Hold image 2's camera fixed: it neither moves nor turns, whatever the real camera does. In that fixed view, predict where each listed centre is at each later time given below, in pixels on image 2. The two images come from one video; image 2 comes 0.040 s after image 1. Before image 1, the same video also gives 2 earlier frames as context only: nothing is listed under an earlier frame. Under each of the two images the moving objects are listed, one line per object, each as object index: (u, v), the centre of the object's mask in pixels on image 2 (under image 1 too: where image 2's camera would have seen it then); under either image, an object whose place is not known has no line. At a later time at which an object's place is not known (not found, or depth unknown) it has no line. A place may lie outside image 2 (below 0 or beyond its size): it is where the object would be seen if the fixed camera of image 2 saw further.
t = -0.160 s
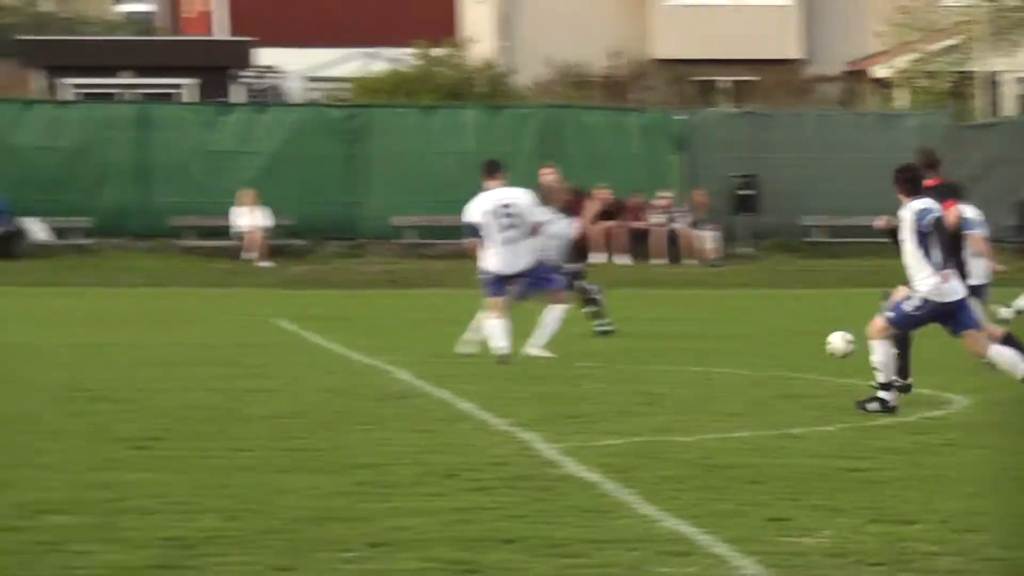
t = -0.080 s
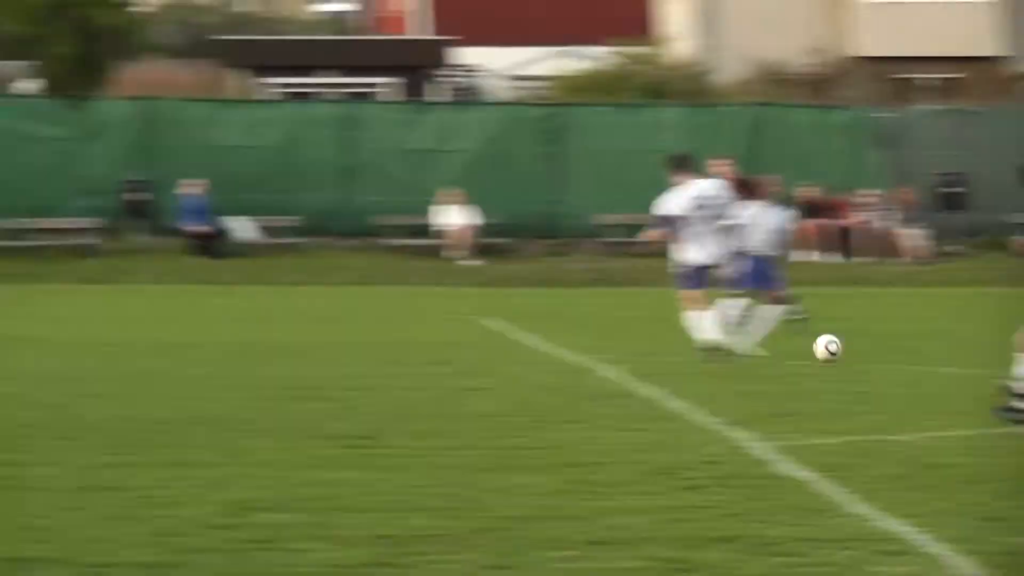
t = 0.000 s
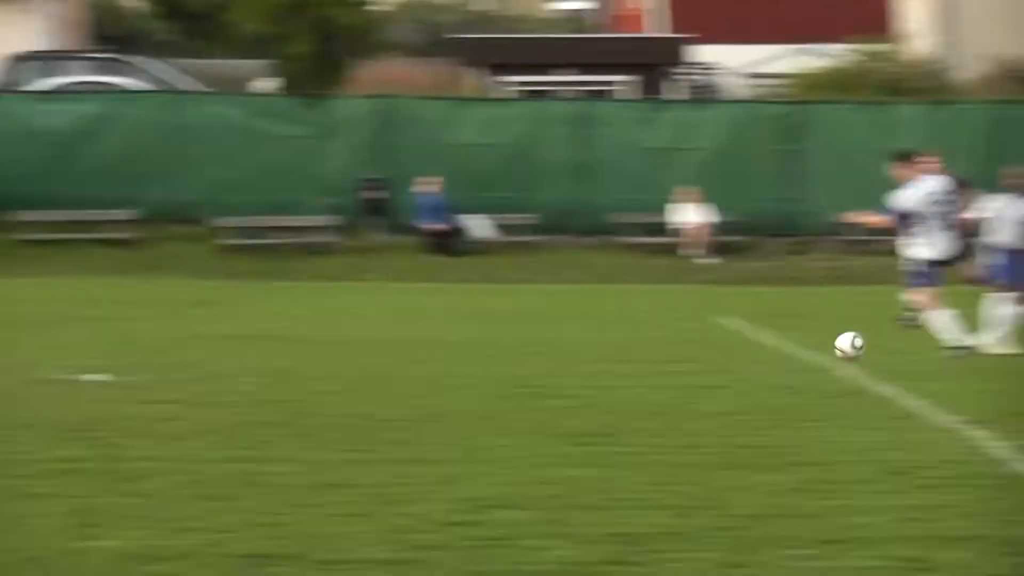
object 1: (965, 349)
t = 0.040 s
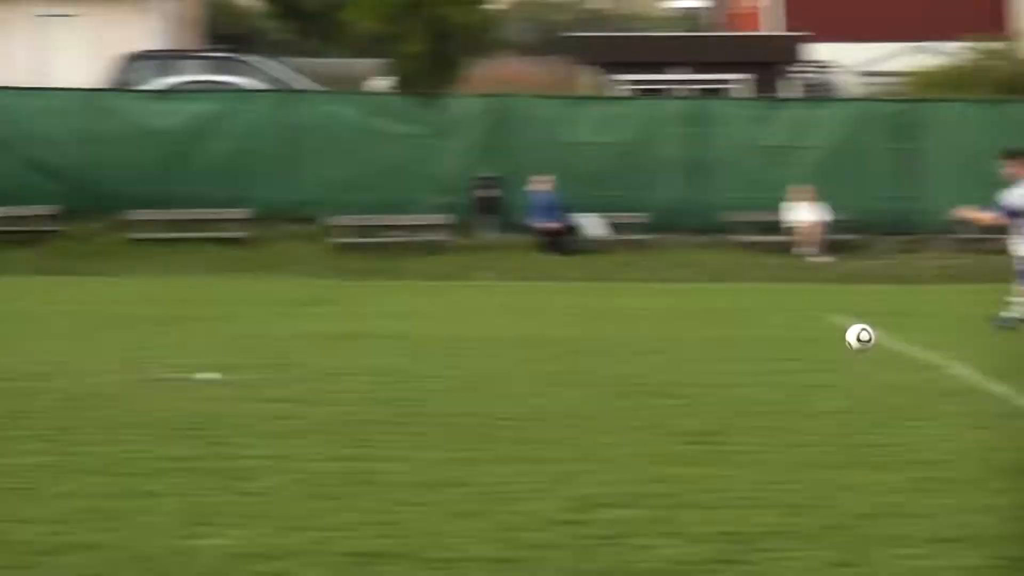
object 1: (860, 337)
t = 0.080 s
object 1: (757, 331)
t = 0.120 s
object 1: (653, 331)
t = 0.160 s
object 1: (550, 335)
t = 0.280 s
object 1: (264, 336)
